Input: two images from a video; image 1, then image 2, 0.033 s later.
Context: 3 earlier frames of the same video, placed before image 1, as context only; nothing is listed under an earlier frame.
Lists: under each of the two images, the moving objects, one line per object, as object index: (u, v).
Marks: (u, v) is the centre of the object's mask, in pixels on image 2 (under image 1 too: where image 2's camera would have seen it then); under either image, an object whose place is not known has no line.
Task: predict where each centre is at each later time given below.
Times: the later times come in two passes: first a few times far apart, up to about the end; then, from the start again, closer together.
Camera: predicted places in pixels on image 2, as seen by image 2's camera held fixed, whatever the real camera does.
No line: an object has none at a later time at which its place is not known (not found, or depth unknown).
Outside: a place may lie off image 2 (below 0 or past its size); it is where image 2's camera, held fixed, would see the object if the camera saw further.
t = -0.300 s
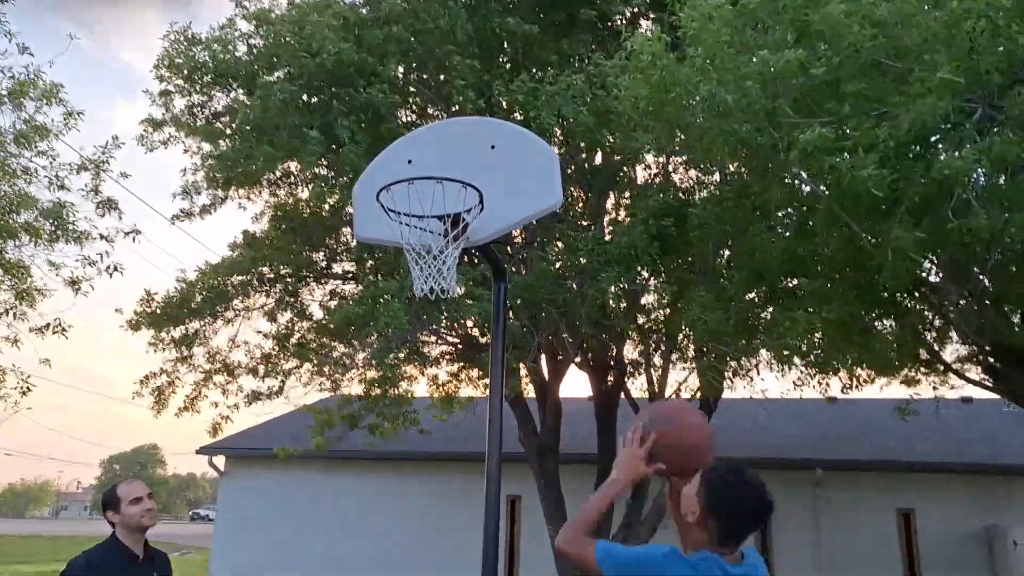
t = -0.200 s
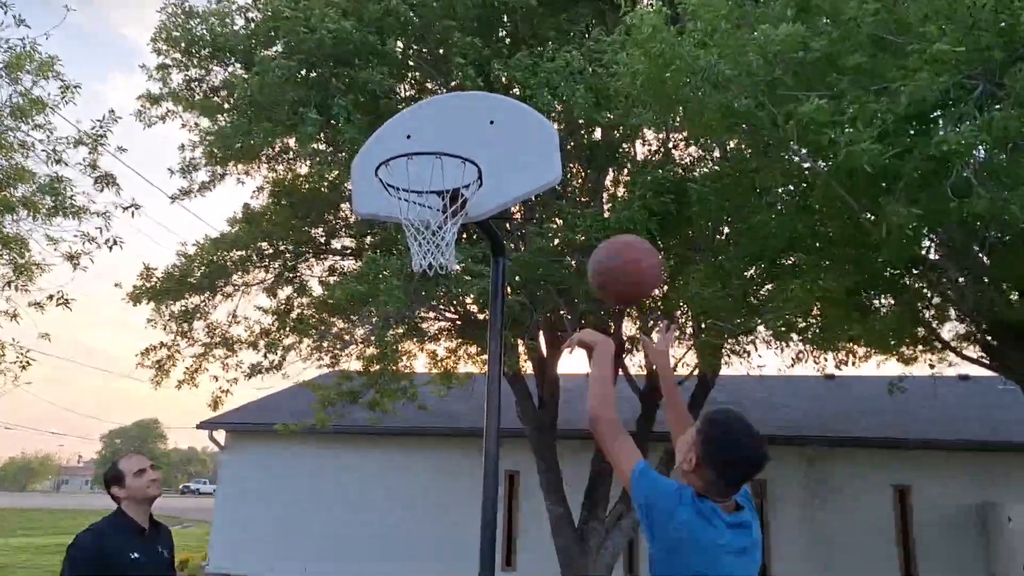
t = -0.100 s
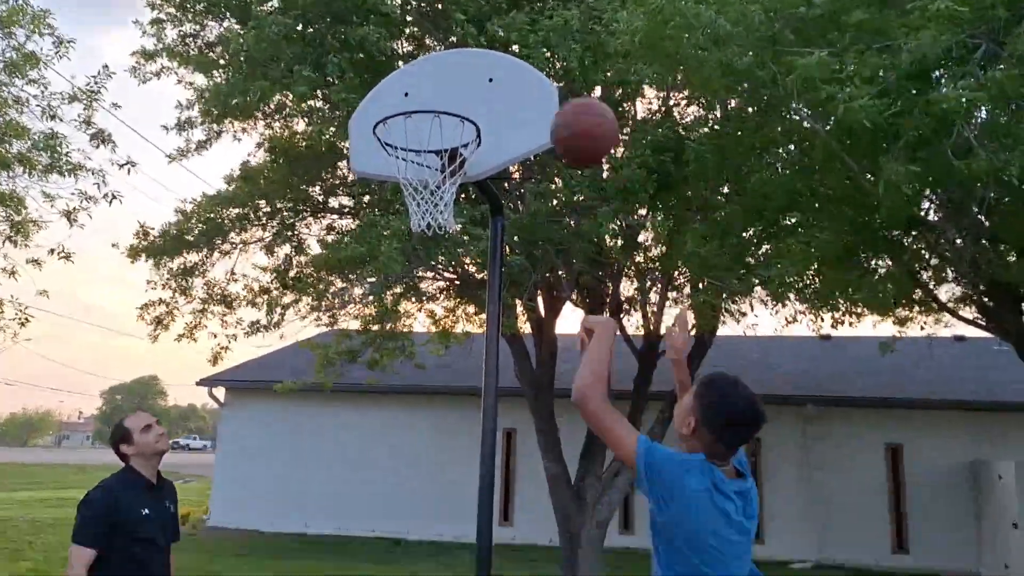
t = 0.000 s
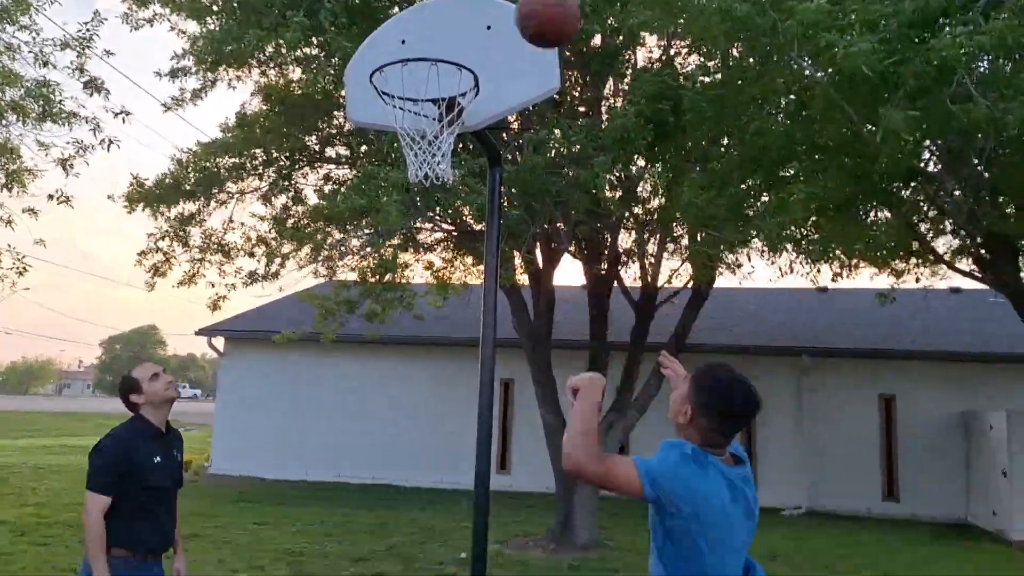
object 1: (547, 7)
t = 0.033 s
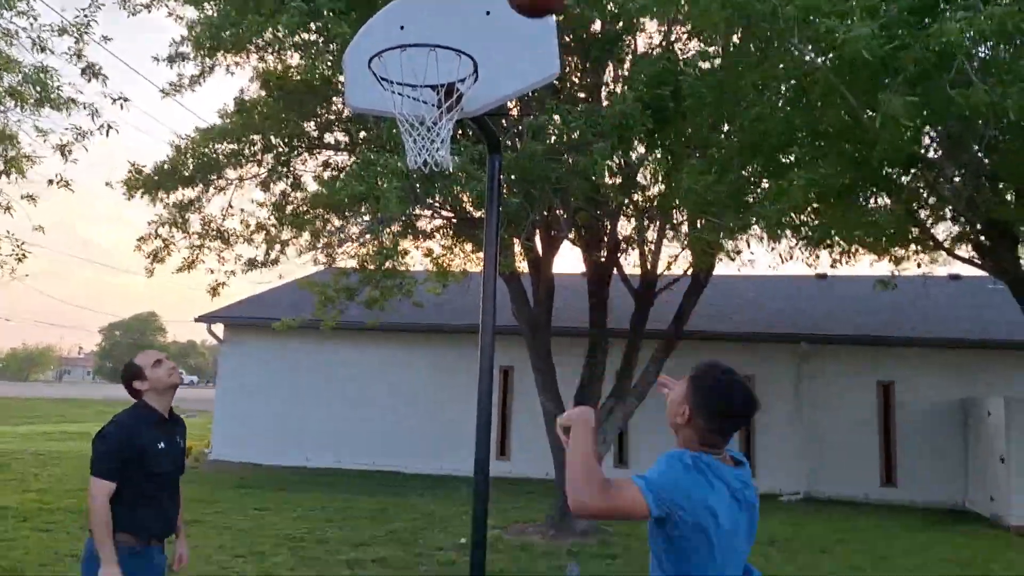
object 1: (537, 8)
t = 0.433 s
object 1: (422, 30)
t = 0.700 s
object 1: (452, 81)
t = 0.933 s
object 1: (429, 153)
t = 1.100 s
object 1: (400, 261)
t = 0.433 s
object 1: (422, 30)
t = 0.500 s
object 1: (405, 48)
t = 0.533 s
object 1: (403, 62)
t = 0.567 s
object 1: (414, 62)
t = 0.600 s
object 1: (425, 63)
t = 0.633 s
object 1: (436, 68)
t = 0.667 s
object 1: (446, 73)
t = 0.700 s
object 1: (452, 81)
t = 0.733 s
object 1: (453, 88)
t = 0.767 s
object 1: (452, 98)
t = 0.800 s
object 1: (449, 106)
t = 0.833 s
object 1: (444, 116)
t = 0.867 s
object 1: (440, 125)
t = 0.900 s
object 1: (434, 138)
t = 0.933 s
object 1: (429, 153)
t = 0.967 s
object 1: (423, 168)
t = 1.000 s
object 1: (418, 186)
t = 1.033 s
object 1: (412, 210)
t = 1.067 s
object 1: (407, 236)
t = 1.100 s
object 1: (400, 261)
